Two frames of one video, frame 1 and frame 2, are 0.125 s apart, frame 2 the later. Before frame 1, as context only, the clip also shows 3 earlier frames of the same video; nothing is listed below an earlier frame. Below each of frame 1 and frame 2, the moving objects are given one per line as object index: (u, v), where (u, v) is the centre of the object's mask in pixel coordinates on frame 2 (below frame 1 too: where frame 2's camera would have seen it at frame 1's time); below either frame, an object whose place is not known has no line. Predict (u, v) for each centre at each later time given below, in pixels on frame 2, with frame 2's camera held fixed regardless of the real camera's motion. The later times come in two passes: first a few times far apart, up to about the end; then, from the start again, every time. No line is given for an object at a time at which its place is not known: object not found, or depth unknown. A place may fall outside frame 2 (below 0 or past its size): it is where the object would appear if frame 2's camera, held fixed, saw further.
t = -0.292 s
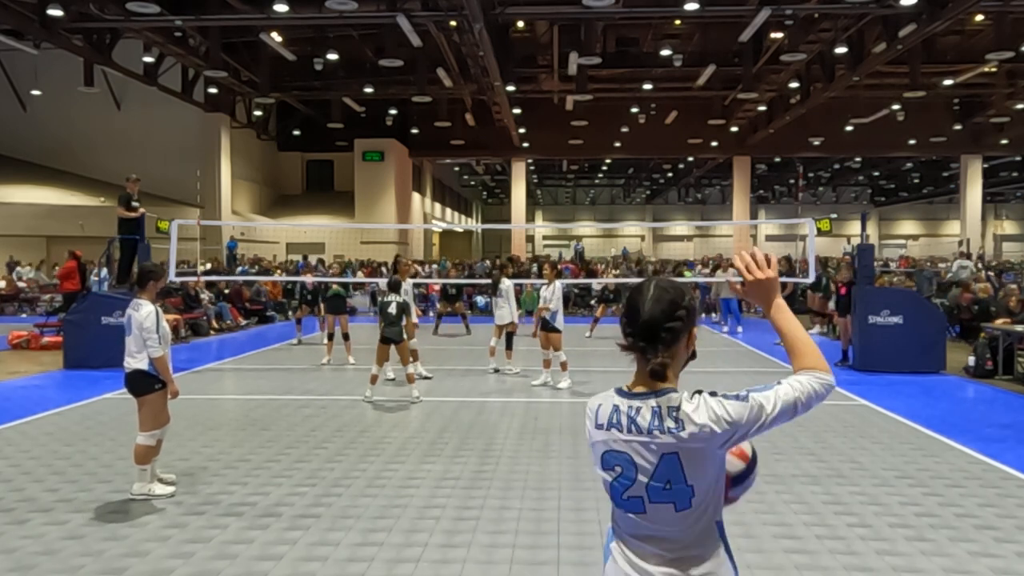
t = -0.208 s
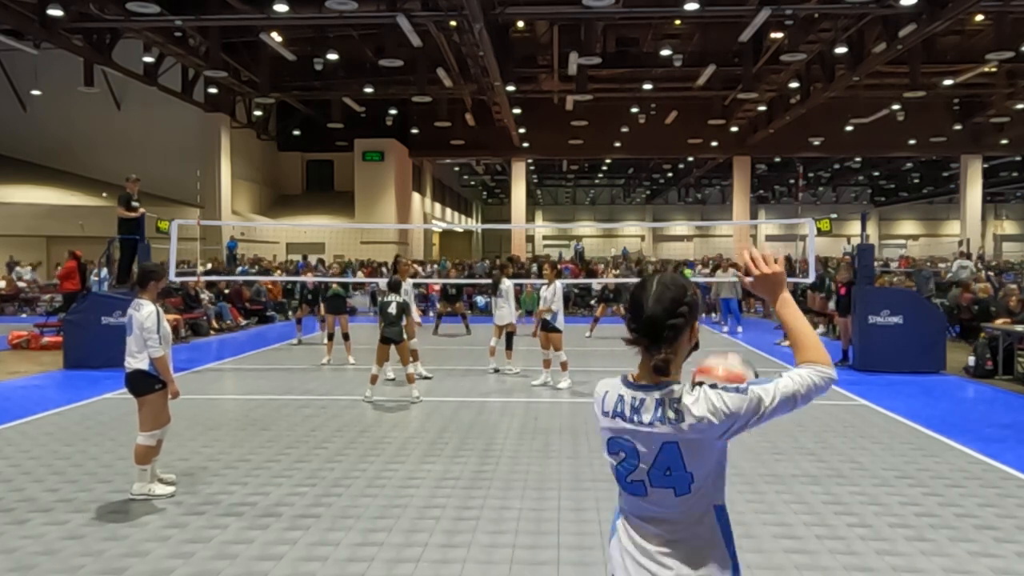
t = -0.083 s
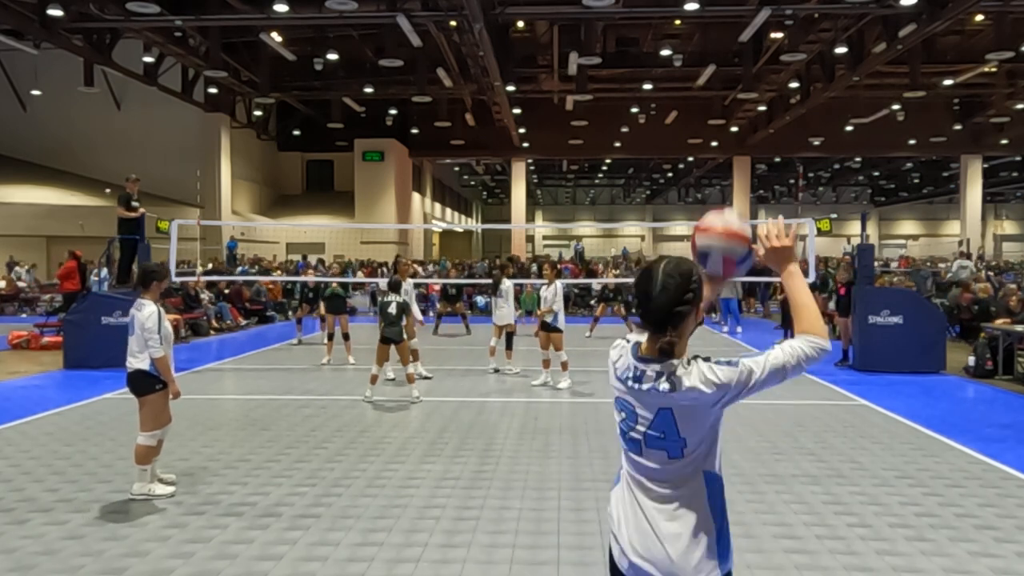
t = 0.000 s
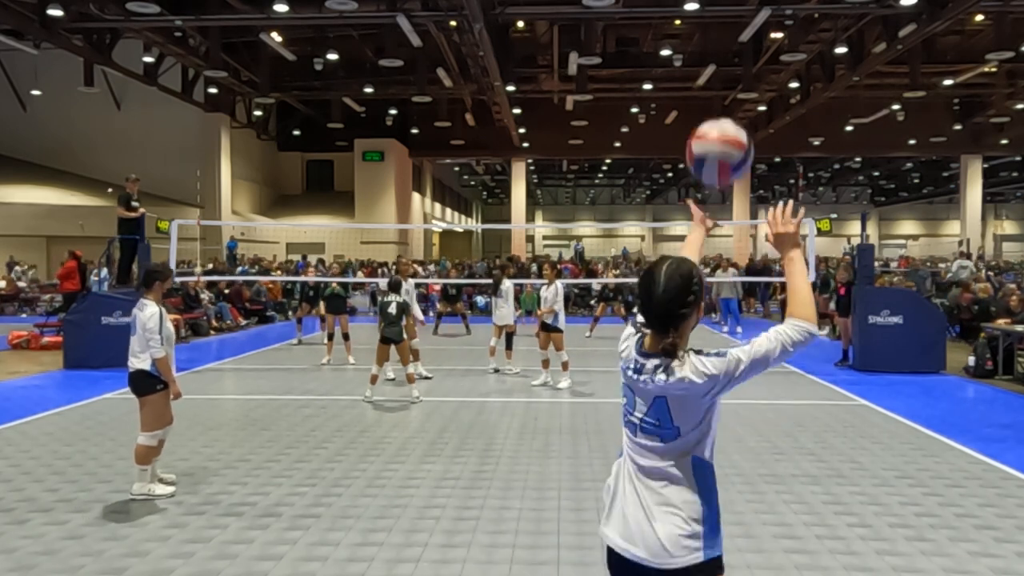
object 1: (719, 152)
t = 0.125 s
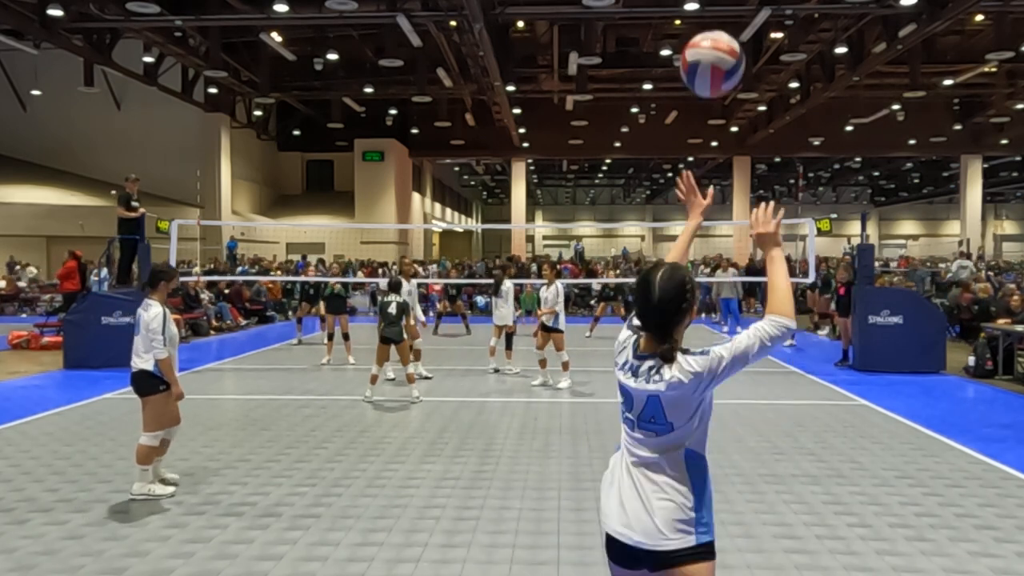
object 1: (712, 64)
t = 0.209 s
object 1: (707, 34)
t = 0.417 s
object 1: (694, 43)
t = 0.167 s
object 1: (709, 46)
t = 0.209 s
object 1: (707, 34)
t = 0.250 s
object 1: (704, 28)
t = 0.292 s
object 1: (701, 26)
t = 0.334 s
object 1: (699, 27)
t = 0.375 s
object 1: (697, 32)
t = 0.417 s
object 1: (694, 43)
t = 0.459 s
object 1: (691, 59)
